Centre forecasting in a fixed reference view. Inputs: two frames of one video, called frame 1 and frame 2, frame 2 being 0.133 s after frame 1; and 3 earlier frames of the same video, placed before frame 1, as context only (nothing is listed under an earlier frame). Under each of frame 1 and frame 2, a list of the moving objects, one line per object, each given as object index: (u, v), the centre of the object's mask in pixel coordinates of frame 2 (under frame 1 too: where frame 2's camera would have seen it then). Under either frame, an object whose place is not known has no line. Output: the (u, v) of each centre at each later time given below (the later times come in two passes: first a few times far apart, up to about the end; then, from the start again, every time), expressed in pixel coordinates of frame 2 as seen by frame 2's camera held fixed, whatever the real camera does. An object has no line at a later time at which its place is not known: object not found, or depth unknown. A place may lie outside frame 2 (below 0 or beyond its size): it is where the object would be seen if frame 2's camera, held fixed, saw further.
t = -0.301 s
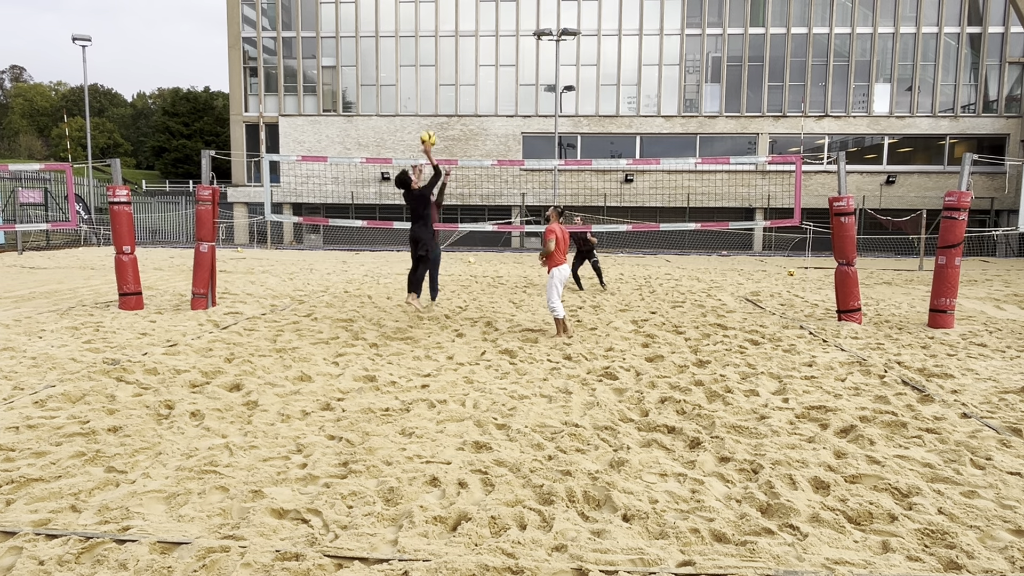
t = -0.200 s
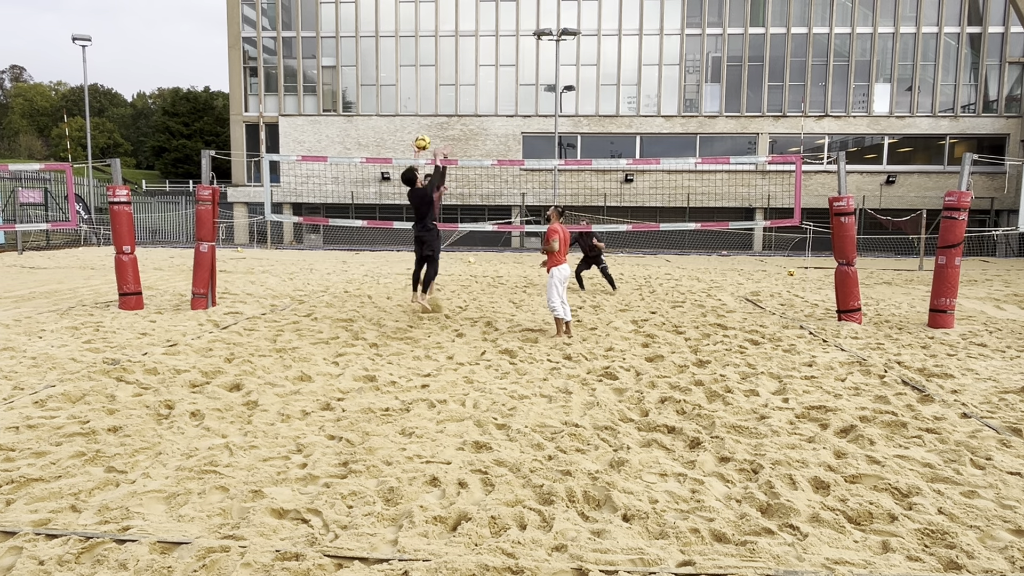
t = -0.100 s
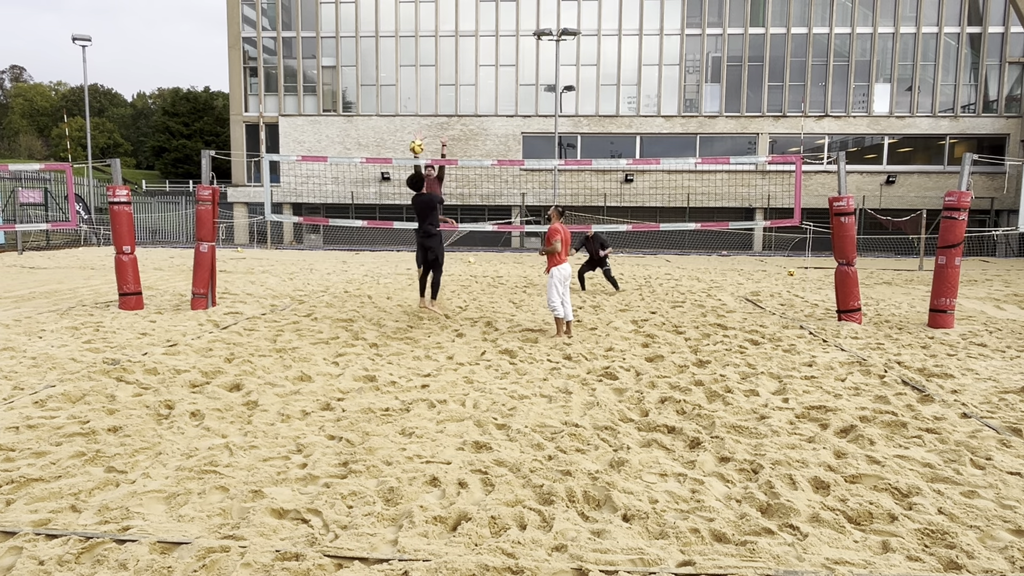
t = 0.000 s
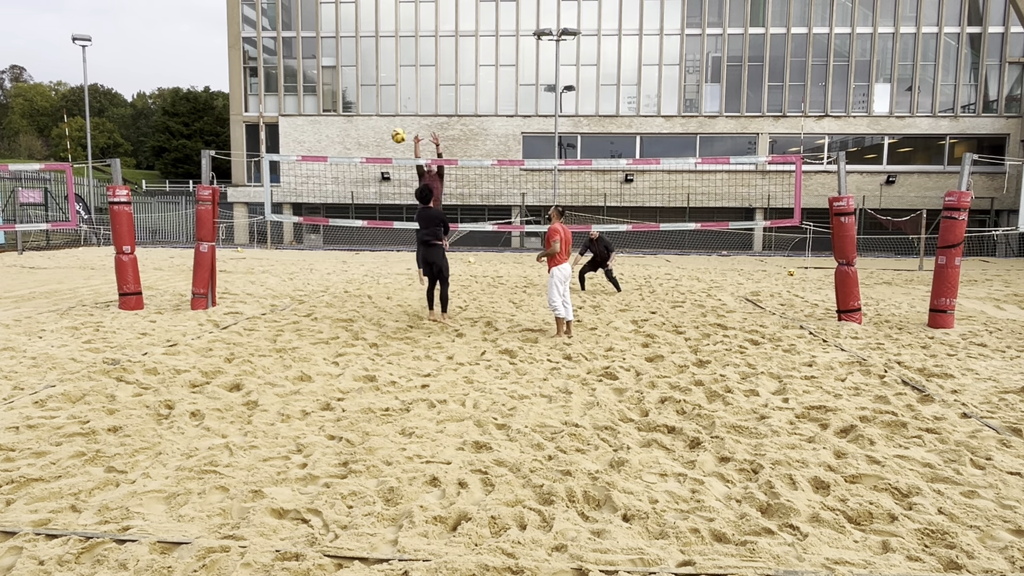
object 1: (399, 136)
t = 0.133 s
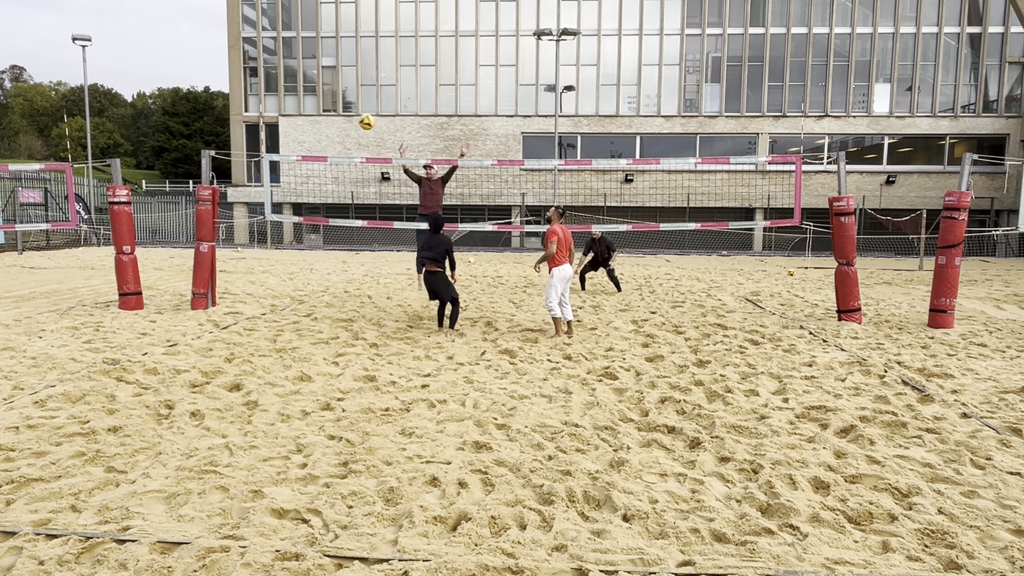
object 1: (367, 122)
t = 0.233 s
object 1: (339, 119)
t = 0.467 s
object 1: (264, 146)
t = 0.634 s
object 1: (199, 199)
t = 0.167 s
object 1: (358, 120)
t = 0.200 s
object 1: (349, 119)
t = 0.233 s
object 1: (339, 119)
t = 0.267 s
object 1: (329, 119)
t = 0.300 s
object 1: (320, 122)
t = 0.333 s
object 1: (309, 124)
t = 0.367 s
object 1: (299, 128)
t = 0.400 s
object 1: (287, 133)
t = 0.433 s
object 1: (275, 139)
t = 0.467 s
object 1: (264, 146)
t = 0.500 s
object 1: (252, 154)
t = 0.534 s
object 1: (239, 163)
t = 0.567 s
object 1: (226, 174)
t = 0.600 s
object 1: (213, 186)
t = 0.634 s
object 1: (199, 199)
